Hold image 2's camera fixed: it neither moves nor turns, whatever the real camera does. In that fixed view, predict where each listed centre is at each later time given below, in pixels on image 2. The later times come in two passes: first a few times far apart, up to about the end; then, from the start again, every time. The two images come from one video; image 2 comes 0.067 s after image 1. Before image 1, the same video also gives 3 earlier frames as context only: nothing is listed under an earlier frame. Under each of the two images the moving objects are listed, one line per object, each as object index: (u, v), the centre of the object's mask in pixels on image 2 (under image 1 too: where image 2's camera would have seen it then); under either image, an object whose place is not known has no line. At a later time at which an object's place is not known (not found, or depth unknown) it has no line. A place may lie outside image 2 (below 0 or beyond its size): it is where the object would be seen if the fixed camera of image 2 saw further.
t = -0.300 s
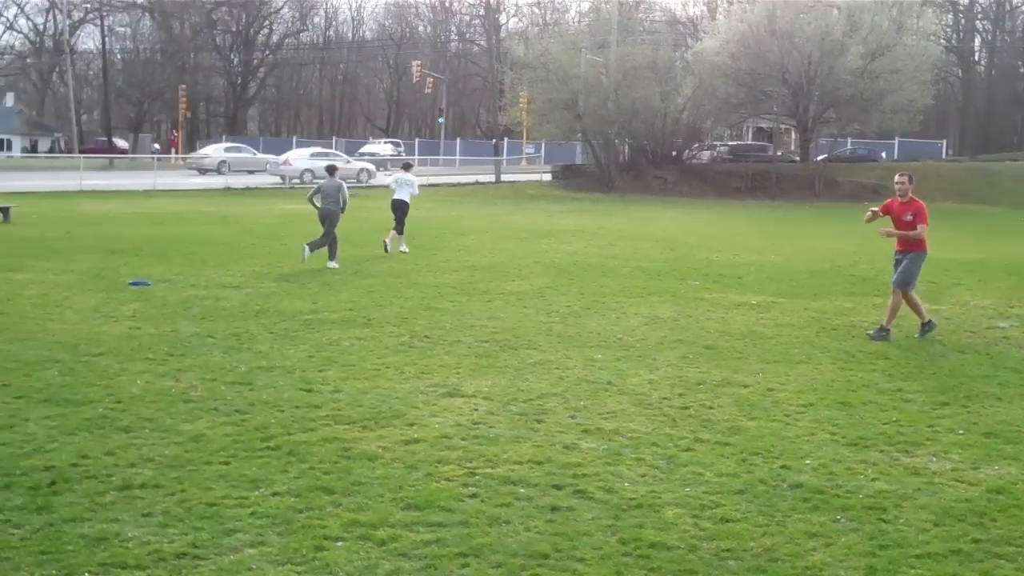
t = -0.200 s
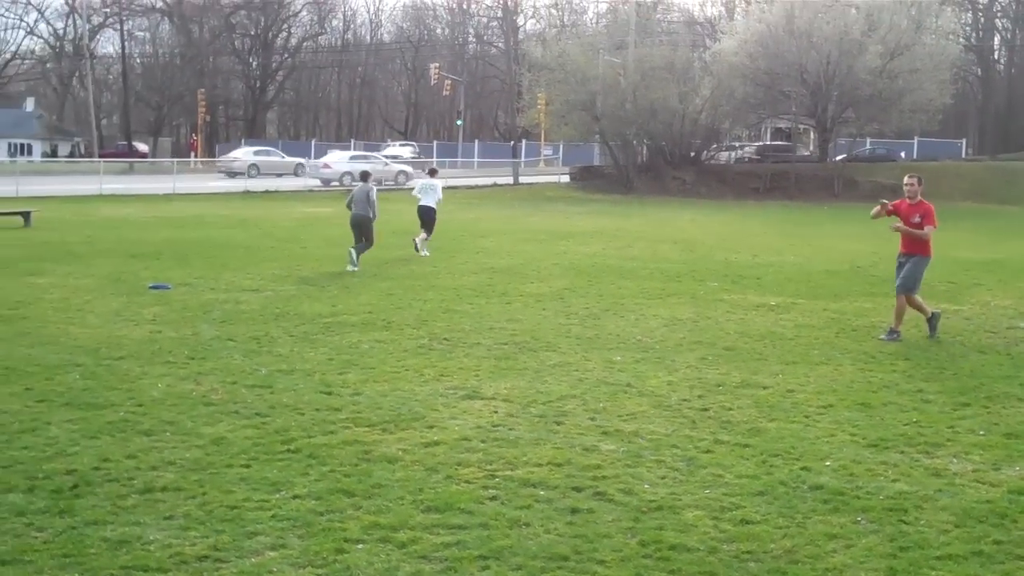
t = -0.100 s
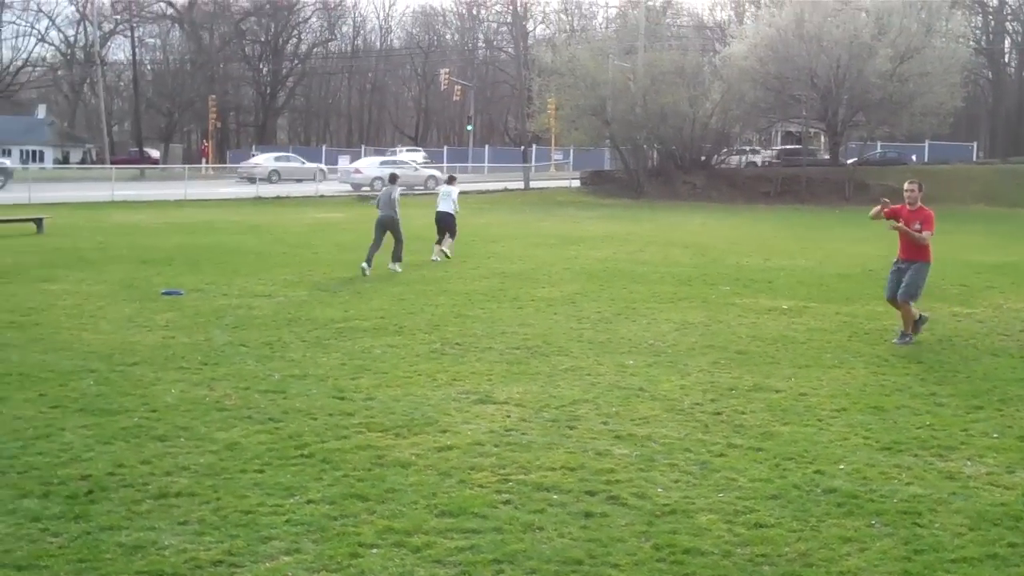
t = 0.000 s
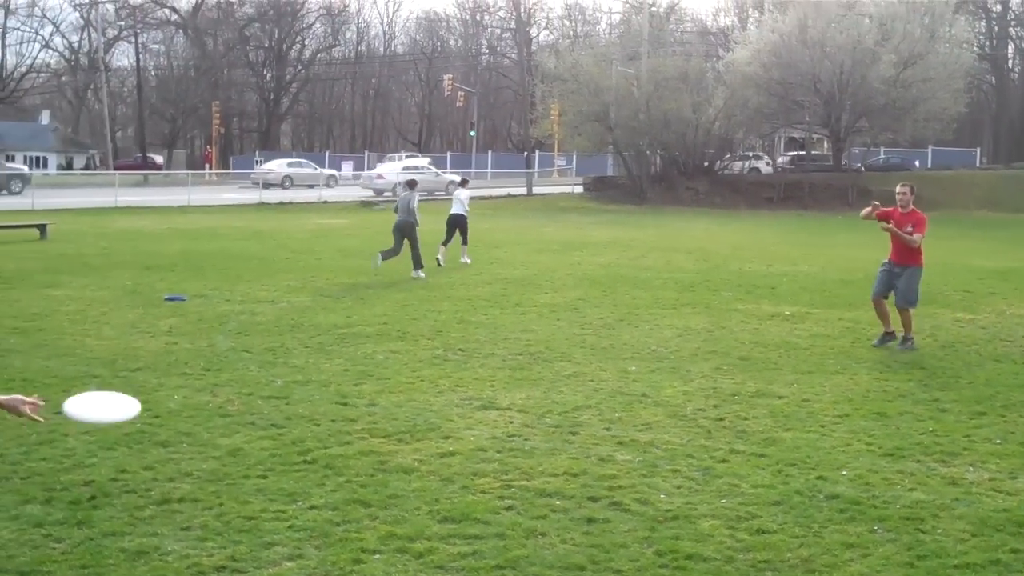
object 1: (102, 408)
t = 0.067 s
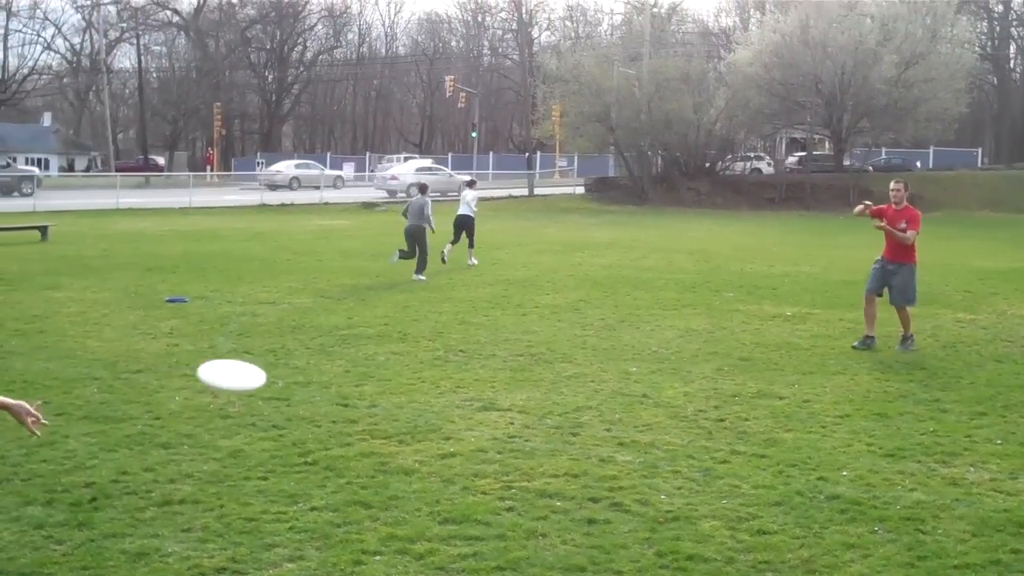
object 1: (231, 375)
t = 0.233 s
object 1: (462, 315)
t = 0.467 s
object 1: (664, 274)
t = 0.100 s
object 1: (286, 361)
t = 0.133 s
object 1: (336, 348)
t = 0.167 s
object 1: (383, 336)
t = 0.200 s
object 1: (424, 325)
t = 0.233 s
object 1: (462, 315)
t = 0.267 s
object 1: (497, 307)
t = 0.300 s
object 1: (530, 300)
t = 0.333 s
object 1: (560, 293)
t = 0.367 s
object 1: (589, 287)
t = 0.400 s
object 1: (615, 282)
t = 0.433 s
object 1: (640, 278)
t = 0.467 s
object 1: (664, 274)
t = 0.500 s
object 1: (686, 271)
